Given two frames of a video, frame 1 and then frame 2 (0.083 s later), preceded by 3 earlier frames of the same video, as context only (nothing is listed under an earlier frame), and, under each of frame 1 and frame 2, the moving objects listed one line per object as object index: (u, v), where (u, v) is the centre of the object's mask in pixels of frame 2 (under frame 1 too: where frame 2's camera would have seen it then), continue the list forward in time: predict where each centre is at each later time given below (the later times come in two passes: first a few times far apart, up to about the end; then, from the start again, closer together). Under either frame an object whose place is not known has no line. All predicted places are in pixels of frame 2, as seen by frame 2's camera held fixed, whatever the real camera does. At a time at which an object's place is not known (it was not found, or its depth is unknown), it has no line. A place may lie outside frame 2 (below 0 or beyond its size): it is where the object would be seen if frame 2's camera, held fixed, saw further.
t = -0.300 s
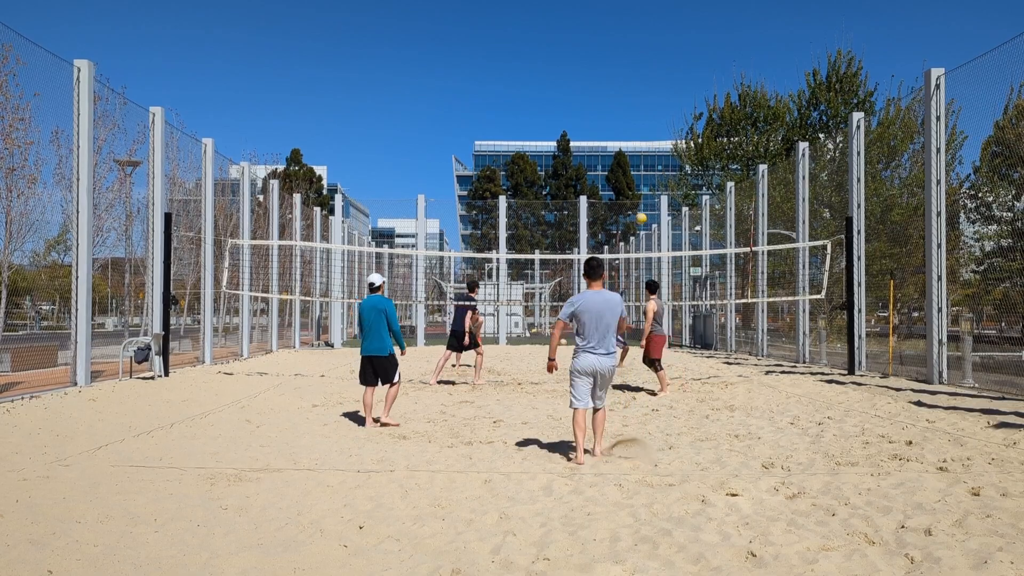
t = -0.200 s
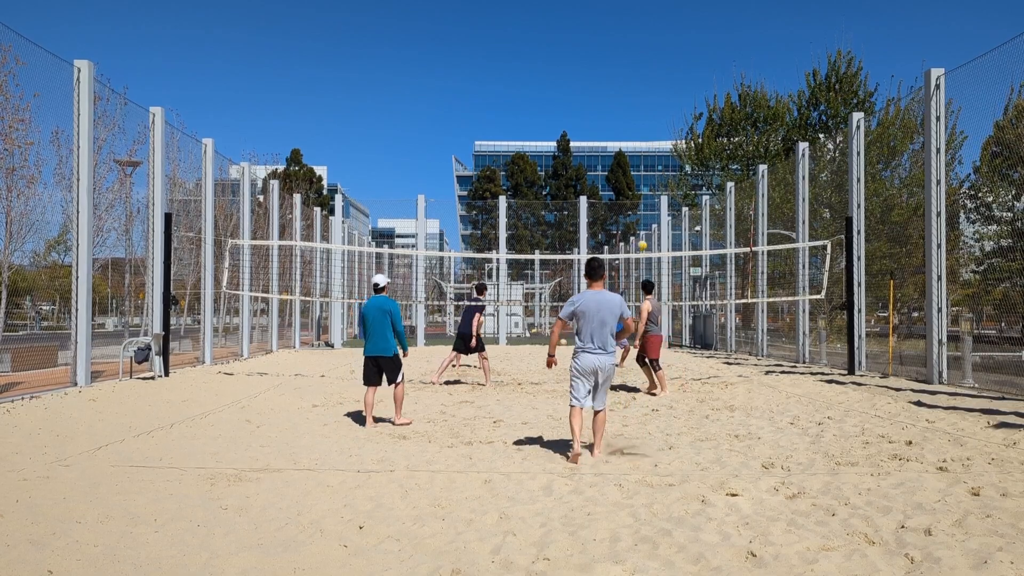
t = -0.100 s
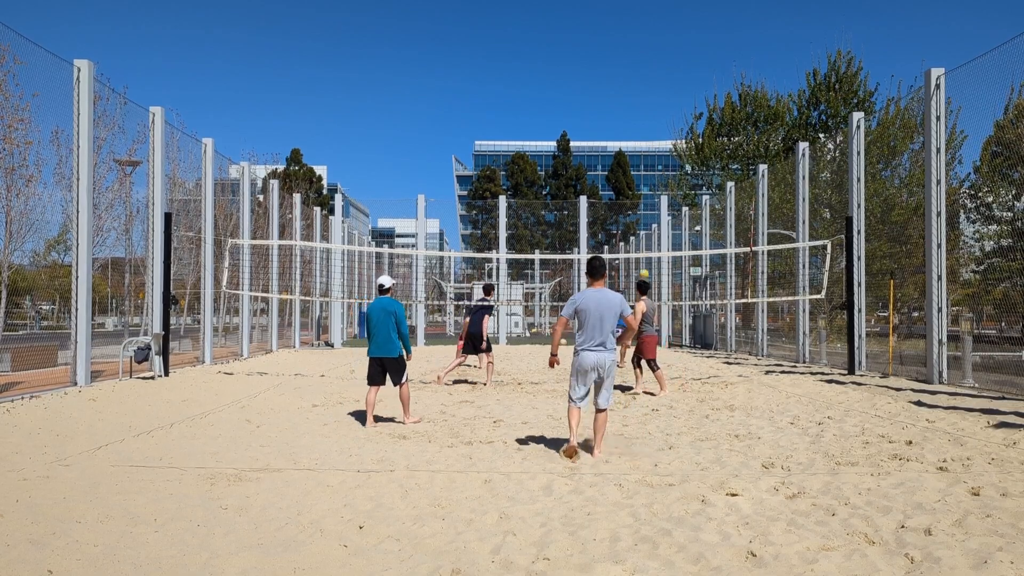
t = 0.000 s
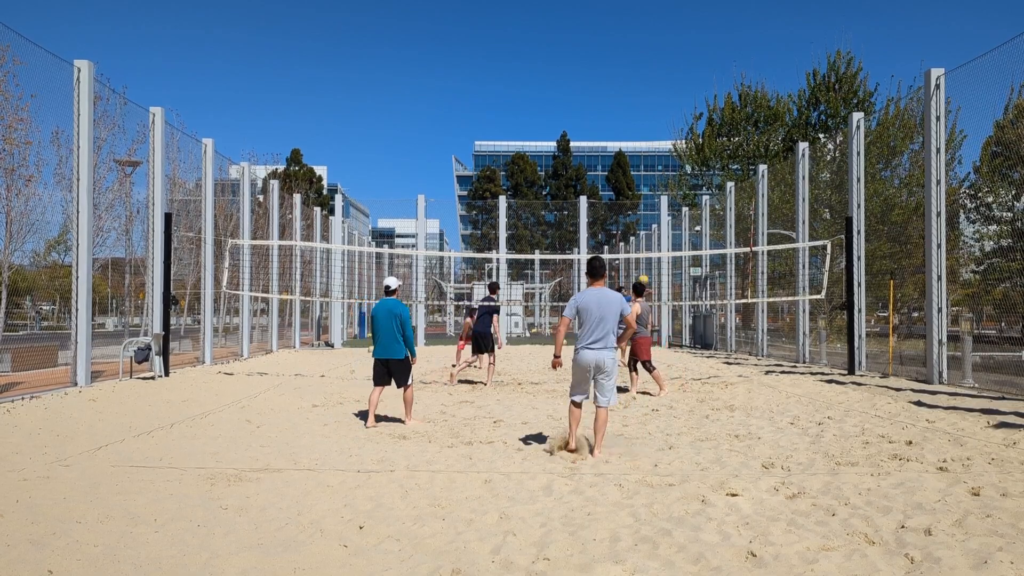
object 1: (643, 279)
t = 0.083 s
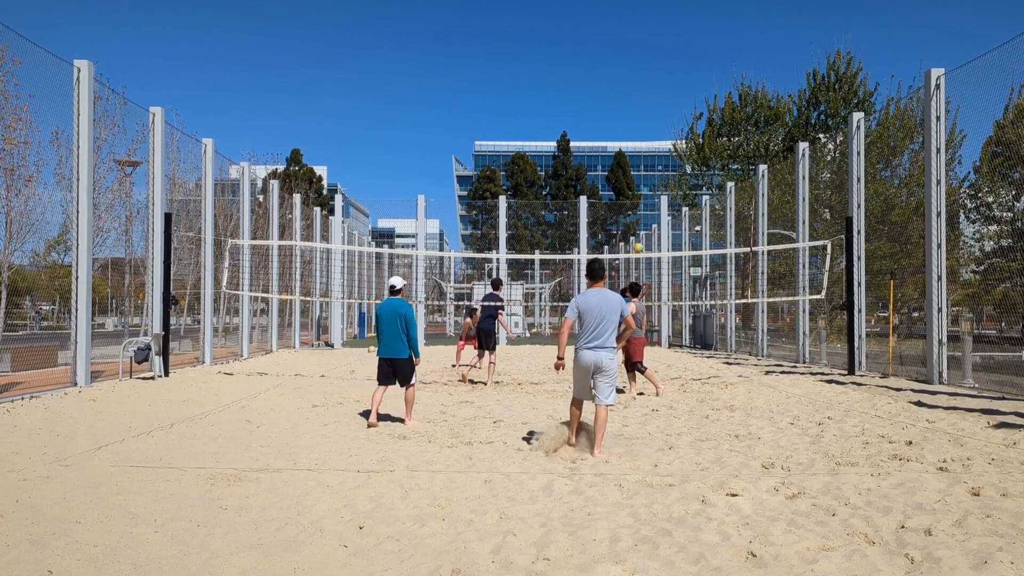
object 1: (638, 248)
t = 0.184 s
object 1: (632, 213)
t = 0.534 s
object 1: (617, 120)
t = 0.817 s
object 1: (609, 81)
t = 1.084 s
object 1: (602, 77)
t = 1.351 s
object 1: (596, 109)
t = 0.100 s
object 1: (637, 242)
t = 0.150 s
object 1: (634, 225)
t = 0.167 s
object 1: (633, 219)
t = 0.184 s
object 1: (632, 213)
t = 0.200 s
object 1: (631, 208)
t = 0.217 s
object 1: (630, 202)
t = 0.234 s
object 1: (630, 197)
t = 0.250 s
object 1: (629, 192)
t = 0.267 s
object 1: (628, 187)
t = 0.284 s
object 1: (627, 182)
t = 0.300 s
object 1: (626, 178)
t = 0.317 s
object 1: (626, 173)
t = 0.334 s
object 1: (625, 168)
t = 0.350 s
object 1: (624, 164)
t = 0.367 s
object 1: (624, 159)
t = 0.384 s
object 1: (623, 155)
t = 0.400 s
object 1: (622, 150)
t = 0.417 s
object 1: (621, 146)
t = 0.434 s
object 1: (621, 142)
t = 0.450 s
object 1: (620, 138)
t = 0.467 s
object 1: (620, 134)
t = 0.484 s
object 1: (619, 131)
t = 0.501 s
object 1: (619, 127)
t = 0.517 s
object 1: (618, 124)
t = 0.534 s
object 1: (617, 120)
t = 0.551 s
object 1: (617, 117)
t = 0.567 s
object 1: (616, 114)
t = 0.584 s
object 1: (616, 111)
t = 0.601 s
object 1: (615, 108)
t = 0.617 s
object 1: (615, 105)
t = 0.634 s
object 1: (614, 102)
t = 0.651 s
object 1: (613, 99)
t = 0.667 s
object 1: (613, 97)
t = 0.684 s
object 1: (612, 95)
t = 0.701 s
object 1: (612, 92)
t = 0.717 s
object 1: (612, 90)
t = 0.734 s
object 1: (611, 88)
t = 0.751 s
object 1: (611, 87)
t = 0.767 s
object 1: (610, 85)
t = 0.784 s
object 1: (610, 83)
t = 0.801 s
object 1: (609, 82)
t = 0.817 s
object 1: (609, 81)
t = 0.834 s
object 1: (609, 80)
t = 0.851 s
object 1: (608, 78)
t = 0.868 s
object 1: (608, 77)
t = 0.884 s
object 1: (607, 77)
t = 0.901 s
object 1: (607, 76)
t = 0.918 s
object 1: (606, 75)
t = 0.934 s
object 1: (606, 75)
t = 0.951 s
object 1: (605, 75)
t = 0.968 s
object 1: (605, 74)
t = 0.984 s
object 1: (605, 74)
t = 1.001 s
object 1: (604, 74)
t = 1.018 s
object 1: (604, 74)
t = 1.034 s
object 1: (603, 75)
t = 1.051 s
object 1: (603, 75)
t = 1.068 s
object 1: (602, 76)
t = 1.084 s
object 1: (602, 77)
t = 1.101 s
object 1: (602, 78)
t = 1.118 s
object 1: (601, 79)
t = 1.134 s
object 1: (601, 80)
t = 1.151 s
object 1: (600, 81)
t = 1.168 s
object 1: (600, 83)
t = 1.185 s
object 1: (599, 85)
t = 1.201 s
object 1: (599, 86)
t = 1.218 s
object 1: (599, 88)
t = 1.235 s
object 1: (598, 90)
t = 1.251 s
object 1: (598, 93)
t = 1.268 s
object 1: (597, 95)
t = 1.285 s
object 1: (597, 98)
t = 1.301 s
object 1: (597, 100)
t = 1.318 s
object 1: (596, 103)
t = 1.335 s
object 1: (596, 106)
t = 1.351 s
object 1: (596, 109)
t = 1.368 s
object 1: (595, 112)
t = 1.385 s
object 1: (595, 116)
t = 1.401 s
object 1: (595, 119)
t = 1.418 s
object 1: (594, 123)
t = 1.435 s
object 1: (594, 127)
